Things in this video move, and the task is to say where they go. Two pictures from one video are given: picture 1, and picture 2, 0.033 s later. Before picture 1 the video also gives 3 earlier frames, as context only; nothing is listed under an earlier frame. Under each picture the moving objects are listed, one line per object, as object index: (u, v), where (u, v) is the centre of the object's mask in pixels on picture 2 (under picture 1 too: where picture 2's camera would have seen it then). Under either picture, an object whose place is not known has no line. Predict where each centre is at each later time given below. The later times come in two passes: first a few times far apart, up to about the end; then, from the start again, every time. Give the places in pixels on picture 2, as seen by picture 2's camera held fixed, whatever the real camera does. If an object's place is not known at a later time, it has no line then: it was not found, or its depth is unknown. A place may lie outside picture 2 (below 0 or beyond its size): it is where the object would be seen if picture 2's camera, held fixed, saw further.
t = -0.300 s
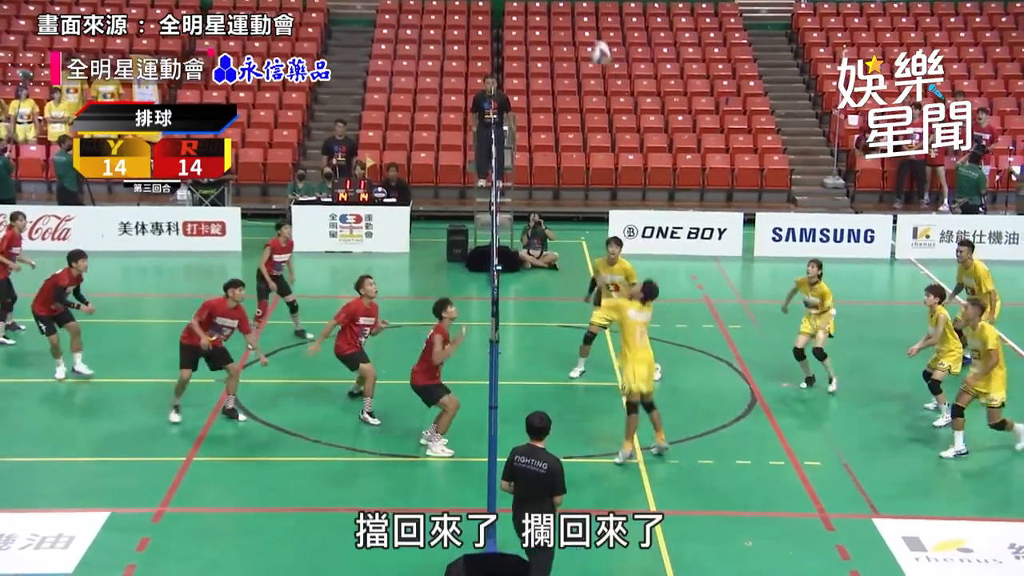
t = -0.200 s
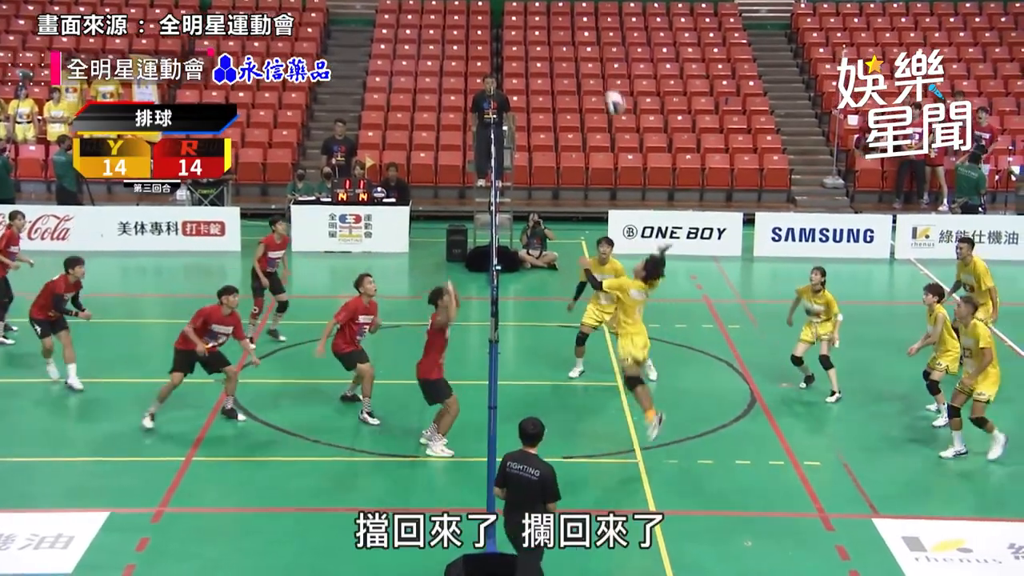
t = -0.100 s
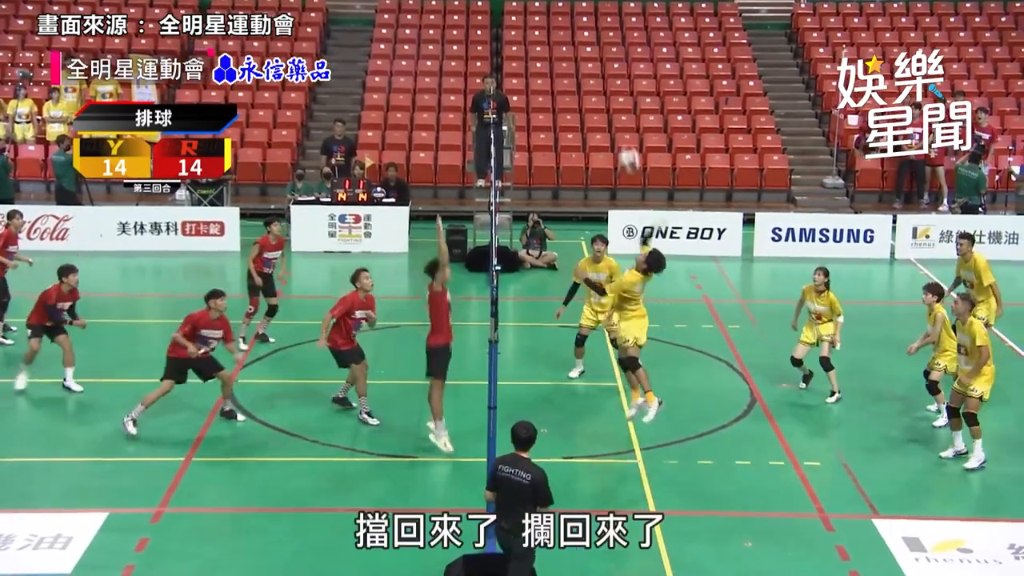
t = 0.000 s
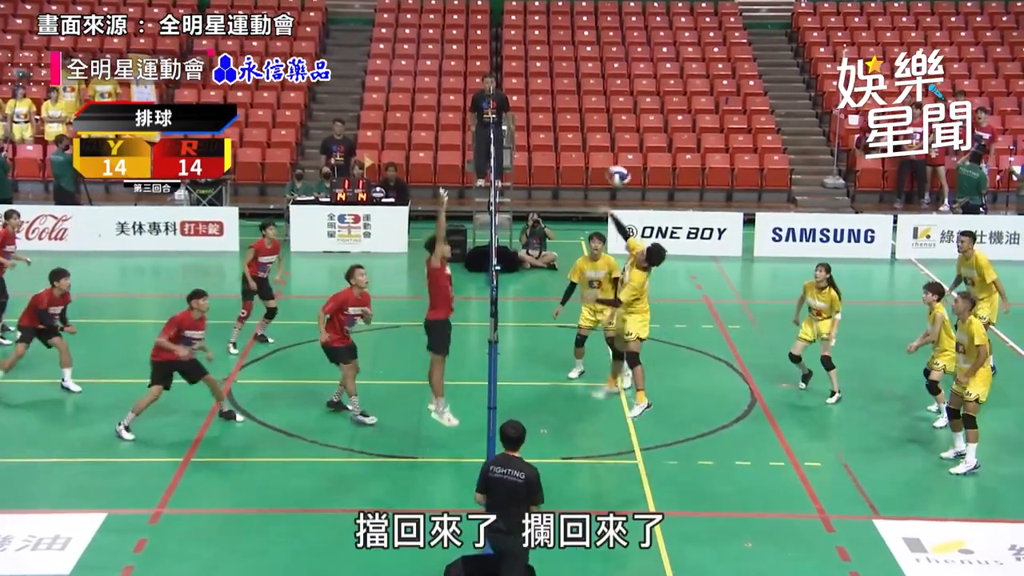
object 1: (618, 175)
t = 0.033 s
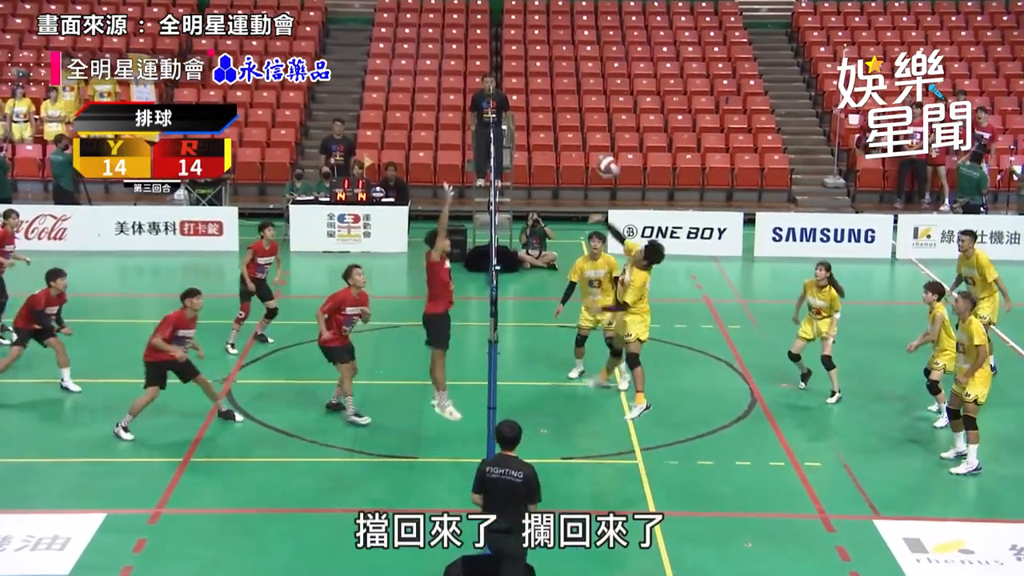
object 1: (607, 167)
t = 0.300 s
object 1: (522, 133)
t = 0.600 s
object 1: (423, 182)
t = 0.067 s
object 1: (597, 158)
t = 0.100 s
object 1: (587, 151)
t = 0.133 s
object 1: (576, 146)
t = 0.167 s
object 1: (564, 142)
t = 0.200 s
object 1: (553, 138)
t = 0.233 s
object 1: (544, 134)
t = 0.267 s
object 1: (532, 134)
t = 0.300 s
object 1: (522, 133)
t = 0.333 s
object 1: (510, 134)
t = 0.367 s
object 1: (500, 135)
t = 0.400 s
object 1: (489, 141)
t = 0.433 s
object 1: (480, 145)
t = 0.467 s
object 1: (468, 148)
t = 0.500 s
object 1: (457, 155)
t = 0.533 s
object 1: (446, 164)
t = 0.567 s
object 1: (434, 173)
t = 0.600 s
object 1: (423, 182)
